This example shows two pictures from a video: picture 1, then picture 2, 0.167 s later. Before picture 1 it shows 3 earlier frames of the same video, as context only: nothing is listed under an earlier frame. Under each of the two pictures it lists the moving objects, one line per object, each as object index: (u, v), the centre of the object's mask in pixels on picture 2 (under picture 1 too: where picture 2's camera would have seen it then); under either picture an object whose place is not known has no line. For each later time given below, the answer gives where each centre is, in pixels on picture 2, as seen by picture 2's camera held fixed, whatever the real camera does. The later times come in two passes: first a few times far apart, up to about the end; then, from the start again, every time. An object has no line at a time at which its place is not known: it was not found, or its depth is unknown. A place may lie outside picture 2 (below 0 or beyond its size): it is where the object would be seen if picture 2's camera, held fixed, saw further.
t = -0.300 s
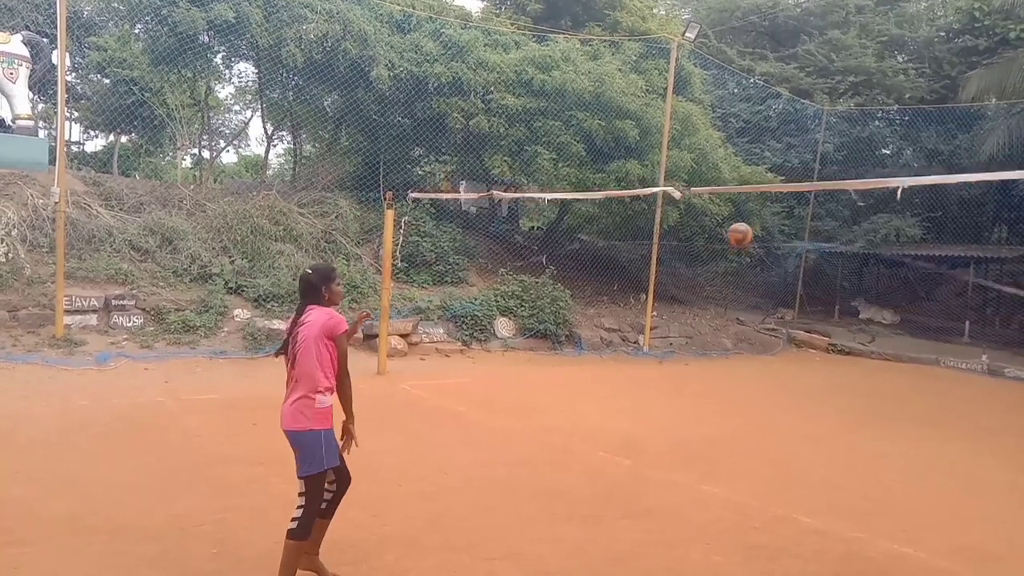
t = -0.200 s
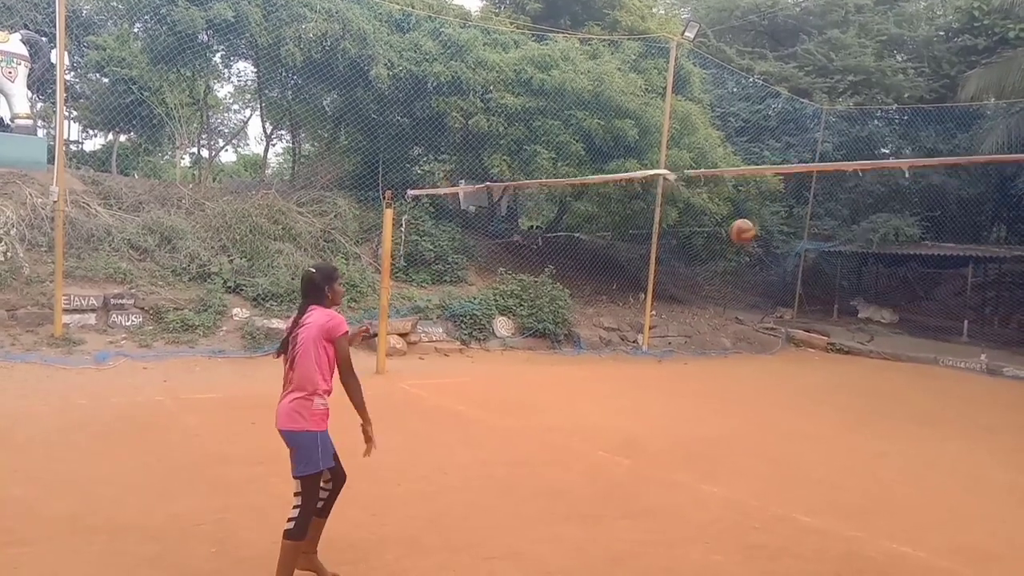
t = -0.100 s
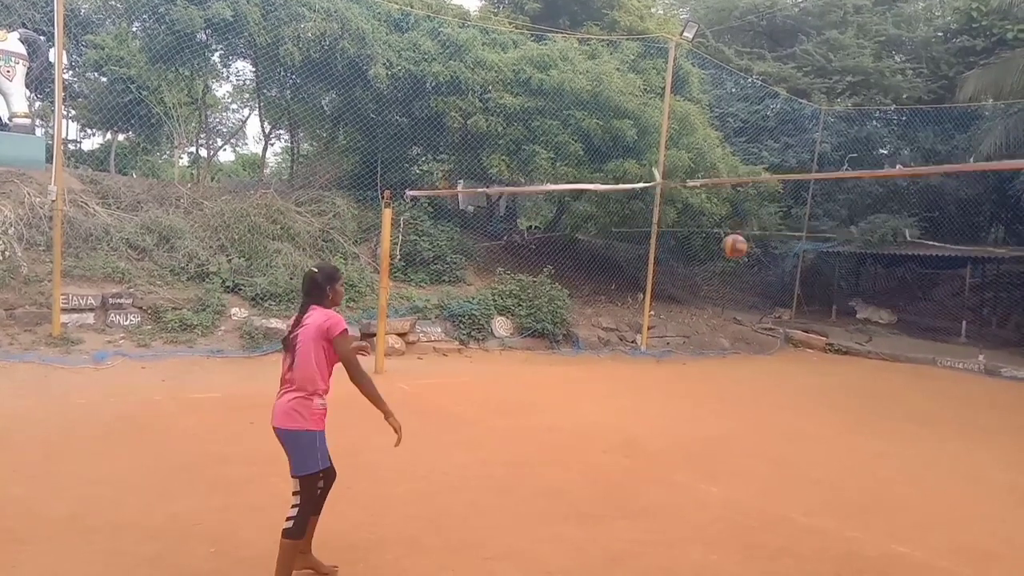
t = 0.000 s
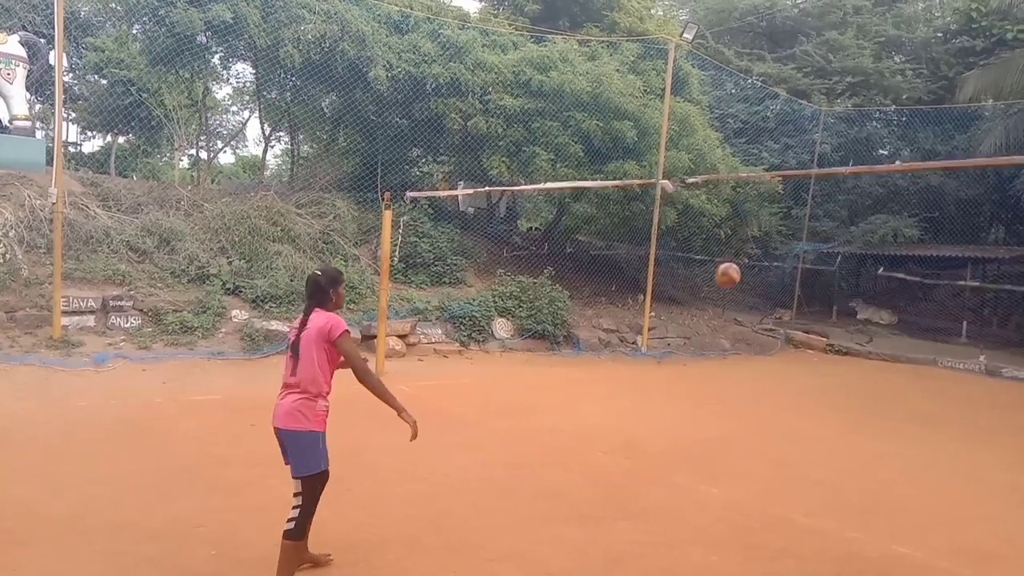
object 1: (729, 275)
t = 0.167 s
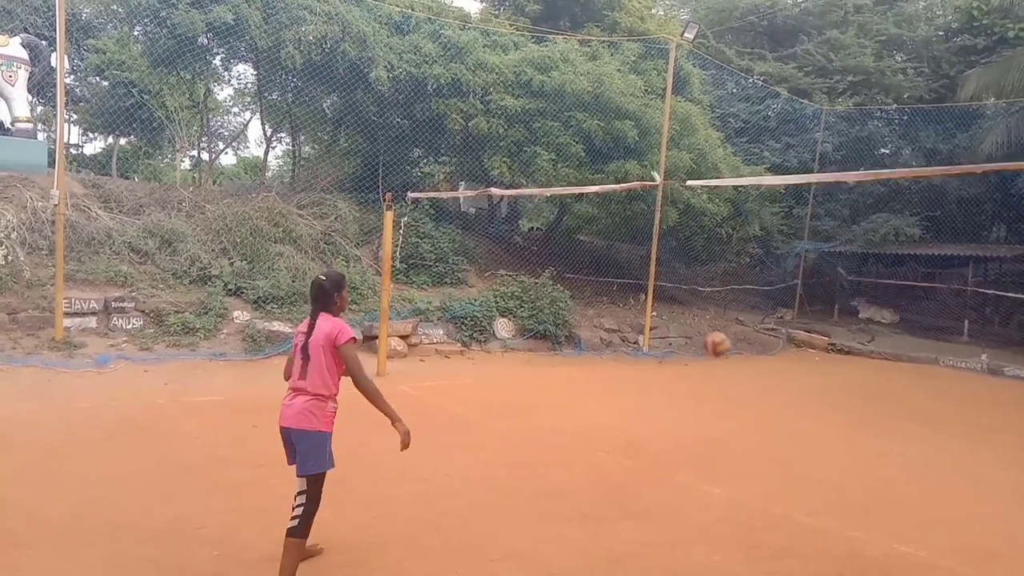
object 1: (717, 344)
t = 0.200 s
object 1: (713, 362)
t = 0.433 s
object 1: (693, 424)
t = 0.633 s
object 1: (672, 346)
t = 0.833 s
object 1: (650, 312)
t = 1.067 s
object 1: (617, 332)
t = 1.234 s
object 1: (591, 391)
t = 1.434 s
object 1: (561, 465)
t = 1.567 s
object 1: (547, 412)
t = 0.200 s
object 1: (713, 362)
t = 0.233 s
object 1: (710, 382)
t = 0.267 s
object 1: (708, 403)
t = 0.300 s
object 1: (705, 424)
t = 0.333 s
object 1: (702, 446)
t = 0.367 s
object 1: (700, 460)
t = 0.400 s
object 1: (697, 441)
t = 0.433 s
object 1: (693, 424)
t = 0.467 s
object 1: (690, 409)
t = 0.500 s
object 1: (687, 394)
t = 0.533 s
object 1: (683, 380)
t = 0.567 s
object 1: (680, 367)
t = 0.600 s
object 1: (676, 356)
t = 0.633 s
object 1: (672, 346)
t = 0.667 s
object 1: (669, 337)
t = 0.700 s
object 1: (664, 329)
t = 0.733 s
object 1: (662, 323)
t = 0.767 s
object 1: (658, 318)
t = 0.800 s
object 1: (654, 314)
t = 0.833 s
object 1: (650, 312)
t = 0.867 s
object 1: (645, 310)
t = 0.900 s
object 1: (640, 310)
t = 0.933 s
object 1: (636, 311)
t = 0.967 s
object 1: (631, 315)
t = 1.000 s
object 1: (628, 320)
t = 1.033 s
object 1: (622, 324)
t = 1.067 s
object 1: (617, 332)
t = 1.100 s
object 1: (613, 340)
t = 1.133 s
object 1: (607, 351)
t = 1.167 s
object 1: (602, 363)
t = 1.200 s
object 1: (596, 376)
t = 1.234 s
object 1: (591, 391)
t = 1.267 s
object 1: (585, 407)
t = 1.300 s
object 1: (580, 426)
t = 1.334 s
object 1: (575, 445)
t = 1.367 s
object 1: (570, 465)
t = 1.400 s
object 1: (564, 482)
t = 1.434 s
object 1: (561, 465)
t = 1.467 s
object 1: (557, 449)
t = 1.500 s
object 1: (554, 435)
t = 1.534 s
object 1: (550, 424)
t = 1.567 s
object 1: (547, 412)
